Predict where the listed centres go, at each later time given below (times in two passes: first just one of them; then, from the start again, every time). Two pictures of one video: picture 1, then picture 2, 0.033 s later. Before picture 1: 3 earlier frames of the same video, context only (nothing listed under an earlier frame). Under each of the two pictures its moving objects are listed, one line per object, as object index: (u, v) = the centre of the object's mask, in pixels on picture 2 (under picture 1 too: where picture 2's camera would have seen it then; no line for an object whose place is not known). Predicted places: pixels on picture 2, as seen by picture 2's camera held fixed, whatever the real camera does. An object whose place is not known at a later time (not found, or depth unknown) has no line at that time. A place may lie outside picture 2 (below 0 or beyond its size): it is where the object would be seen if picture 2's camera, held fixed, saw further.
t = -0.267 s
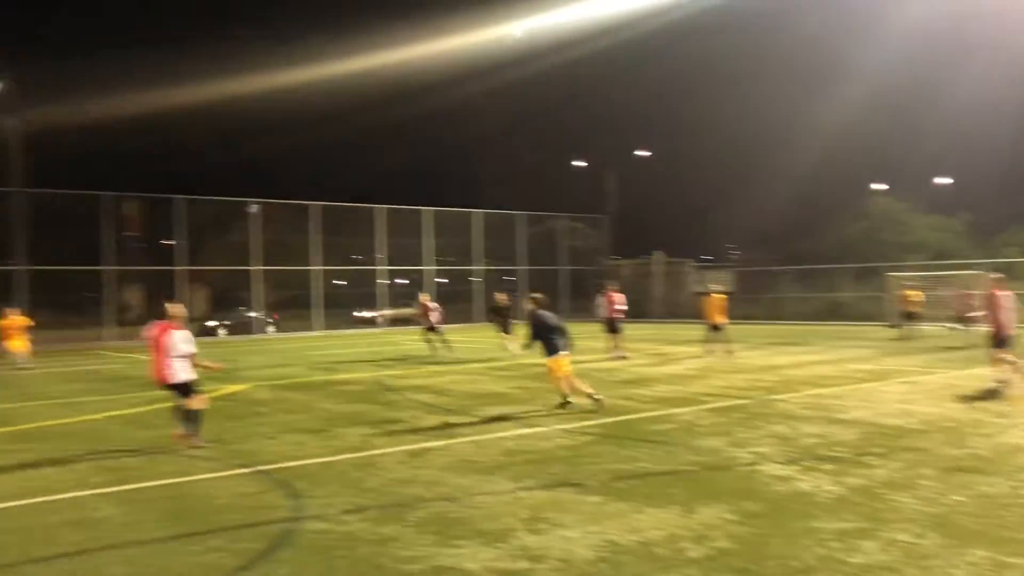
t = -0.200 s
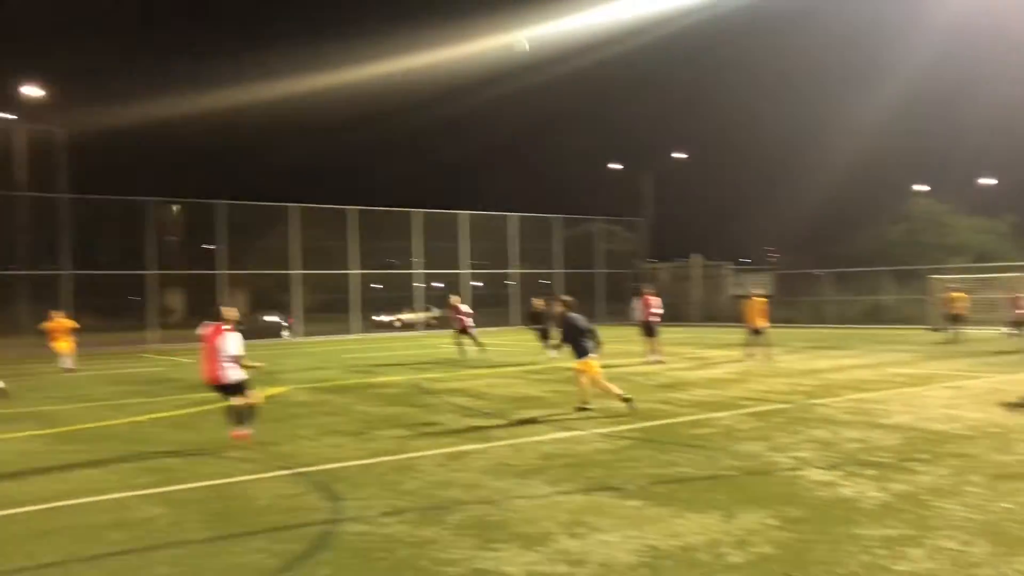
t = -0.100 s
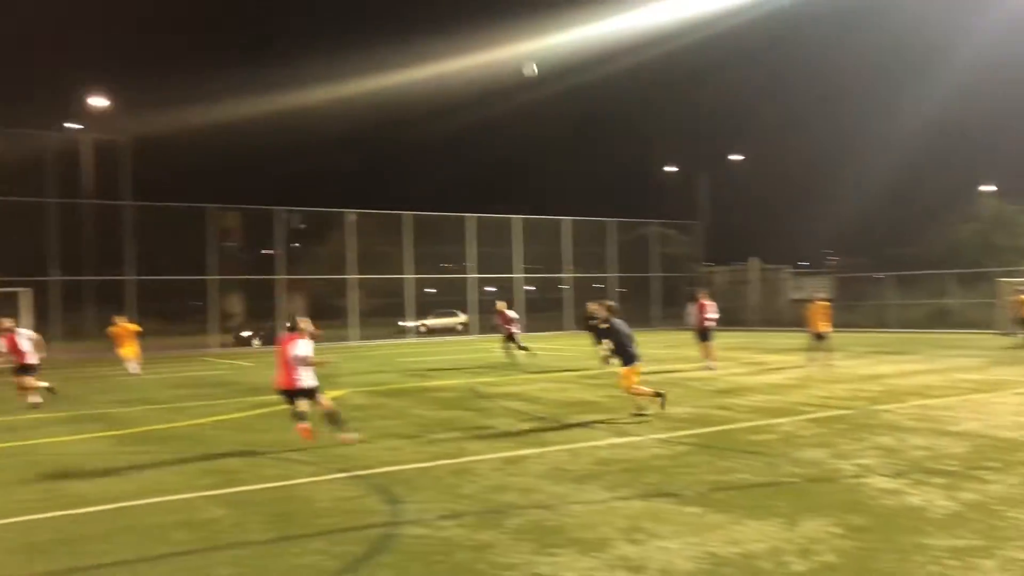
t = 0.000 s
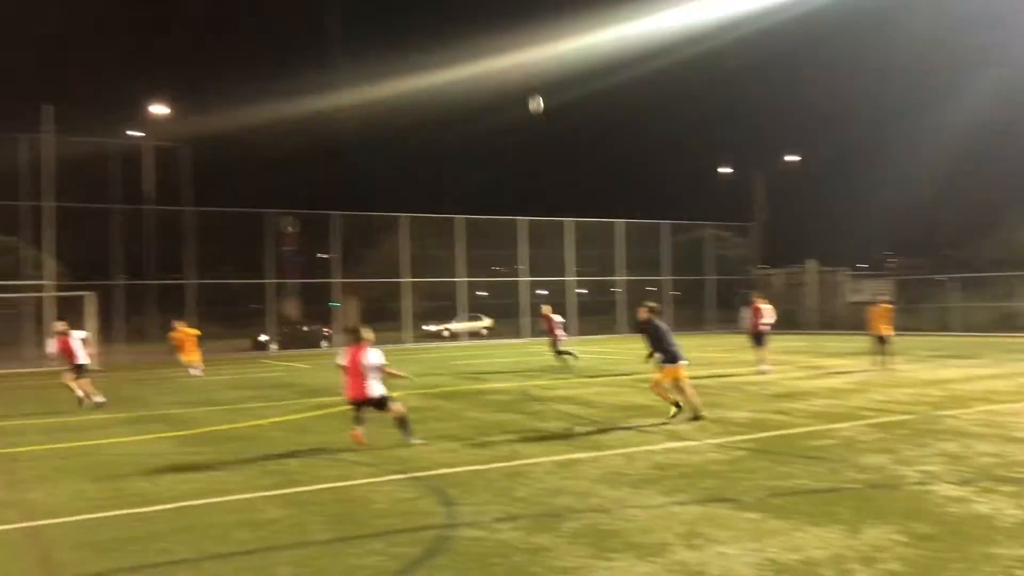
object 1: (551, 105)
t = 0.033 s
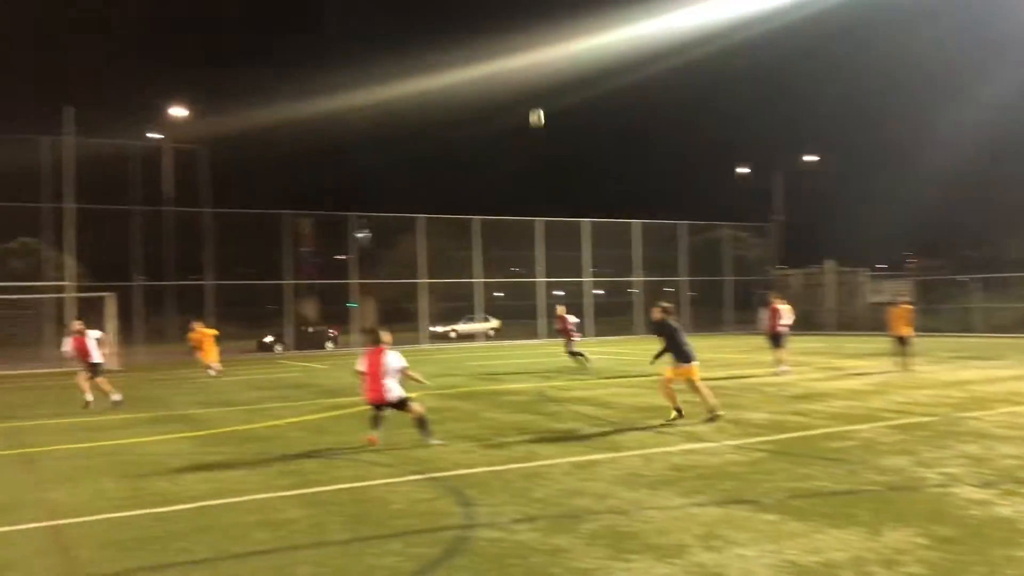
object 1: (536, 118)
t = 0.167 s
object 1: (479, 182)
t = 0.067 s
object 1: (522, 132)
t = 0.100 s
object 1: (508, 147)
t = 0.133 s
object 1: (493, 164)
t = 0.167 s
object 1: (479, 182)
